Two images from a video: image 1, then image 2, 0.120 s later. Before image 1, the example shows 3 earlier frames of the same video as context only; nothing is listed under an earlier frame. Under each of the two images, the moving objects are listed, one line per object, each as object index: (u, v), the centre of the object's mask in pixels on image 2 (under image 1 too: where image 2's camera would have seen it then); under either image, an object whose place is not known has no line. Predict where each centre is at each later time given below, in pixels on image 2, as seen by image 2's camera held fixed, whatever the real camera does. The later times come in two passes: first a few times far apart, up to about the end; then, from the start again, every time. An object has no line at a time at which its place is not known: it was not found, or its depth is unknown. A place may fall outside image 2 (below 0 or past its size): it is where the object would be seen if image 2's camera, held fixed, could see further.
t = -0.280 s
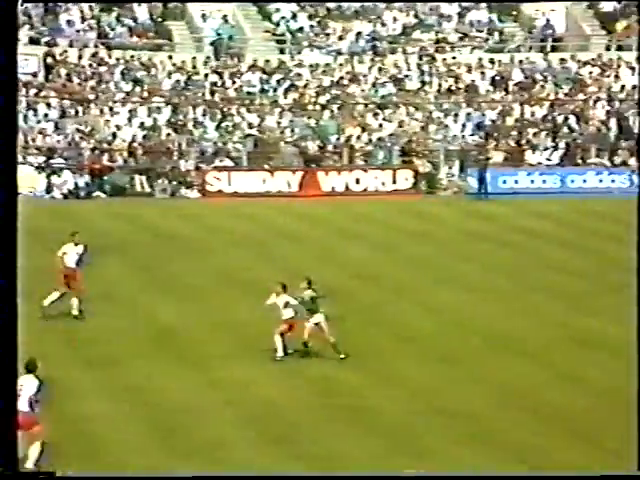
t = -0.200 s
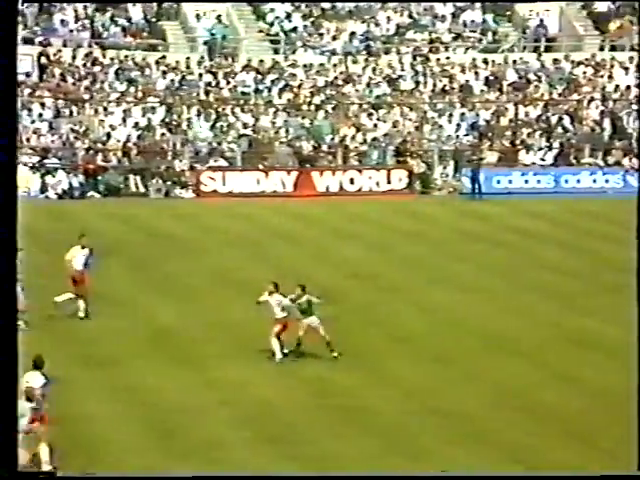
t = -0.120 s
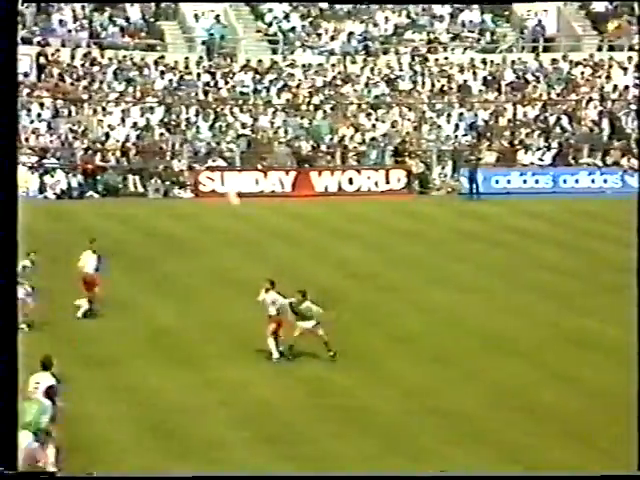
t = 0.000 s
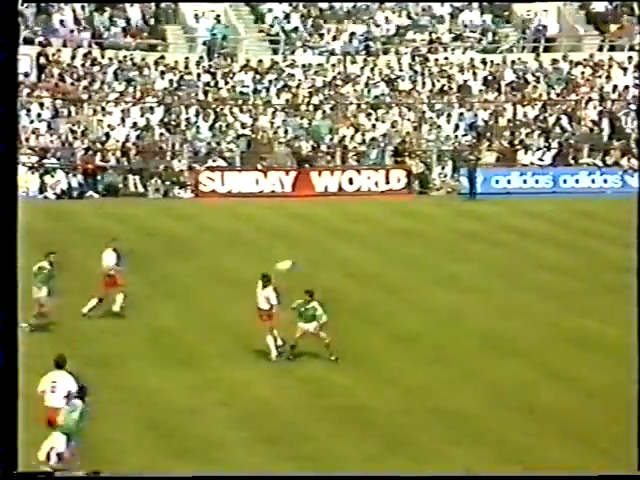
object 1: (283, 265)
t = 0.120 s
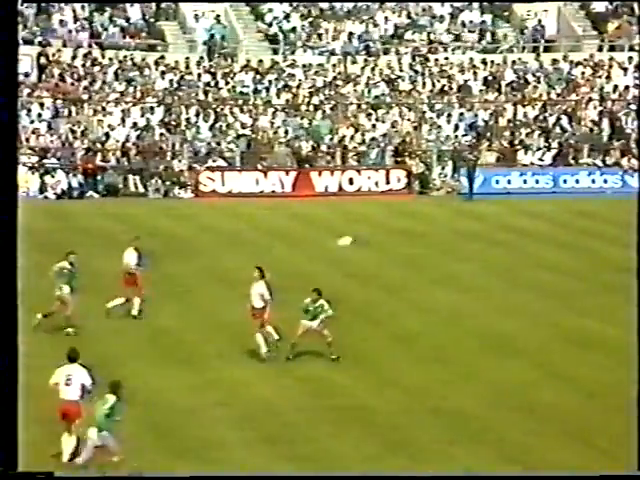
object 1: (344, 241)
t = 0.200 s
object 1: (382, 231)
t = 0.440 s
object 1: (490, 226)
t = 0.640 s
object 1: (572, 250)
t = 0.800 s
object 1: (630, 288)
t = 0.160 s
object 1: (363, 235)
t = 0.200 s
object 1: (382, 231)
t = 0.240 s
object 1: (401, 227)
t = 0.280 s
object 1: (419, 225)
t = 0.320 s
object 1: (438, 224)
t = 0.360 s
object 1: (456, 224)
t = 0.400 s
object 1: (473, 225)
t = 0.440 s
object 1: (490, 226)
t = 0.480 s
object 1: (507, 229)
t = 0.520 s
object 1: (524, 233)
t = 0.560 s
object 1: (540, 238)
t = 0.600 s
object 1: (557, 244)
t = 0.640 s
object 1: (572, 250)
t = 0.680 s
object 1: (586, 258)
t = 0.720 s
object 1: (601, 267)
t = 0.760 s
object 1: (615, 276)
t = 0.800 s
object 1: (630, 288)
